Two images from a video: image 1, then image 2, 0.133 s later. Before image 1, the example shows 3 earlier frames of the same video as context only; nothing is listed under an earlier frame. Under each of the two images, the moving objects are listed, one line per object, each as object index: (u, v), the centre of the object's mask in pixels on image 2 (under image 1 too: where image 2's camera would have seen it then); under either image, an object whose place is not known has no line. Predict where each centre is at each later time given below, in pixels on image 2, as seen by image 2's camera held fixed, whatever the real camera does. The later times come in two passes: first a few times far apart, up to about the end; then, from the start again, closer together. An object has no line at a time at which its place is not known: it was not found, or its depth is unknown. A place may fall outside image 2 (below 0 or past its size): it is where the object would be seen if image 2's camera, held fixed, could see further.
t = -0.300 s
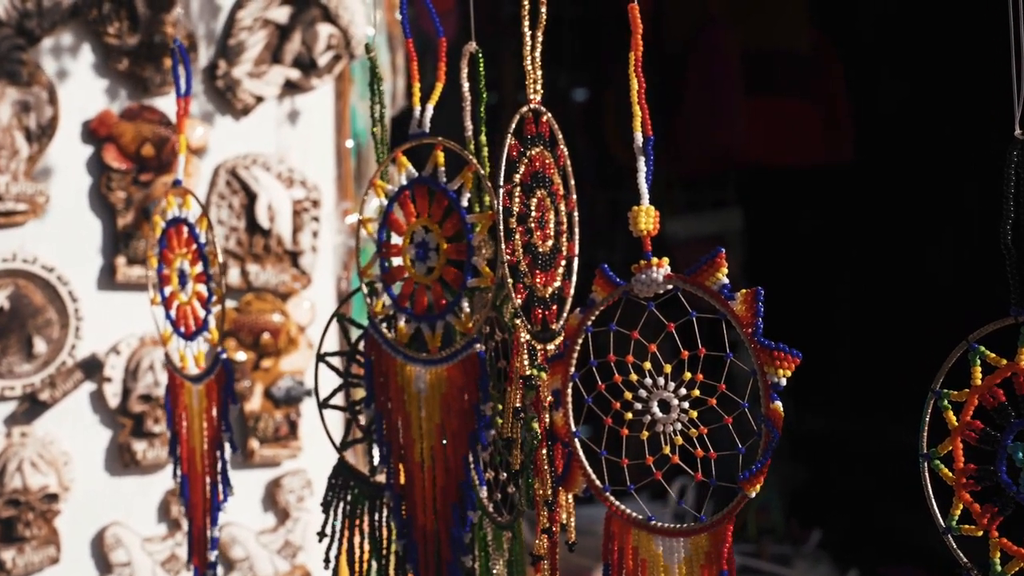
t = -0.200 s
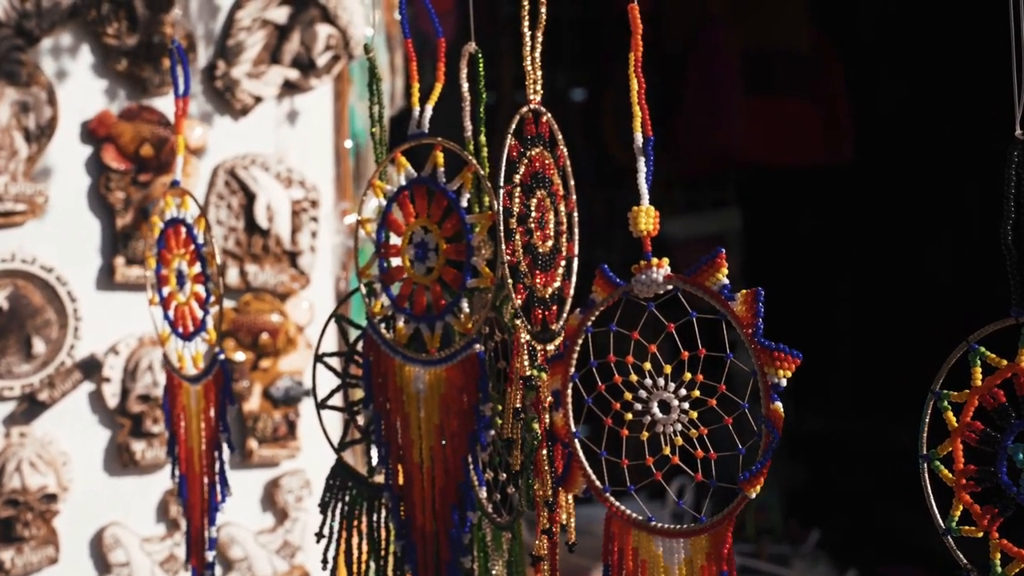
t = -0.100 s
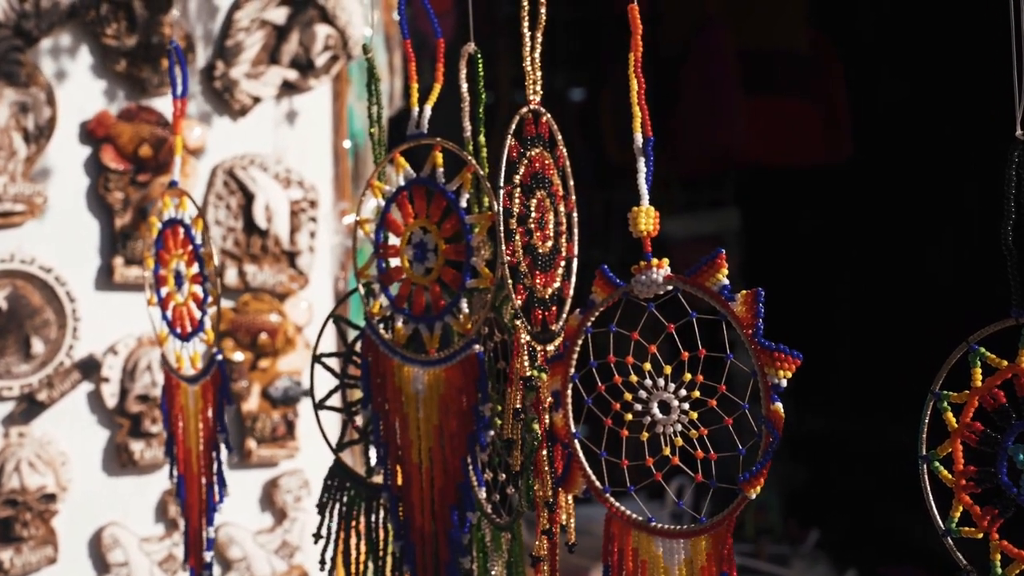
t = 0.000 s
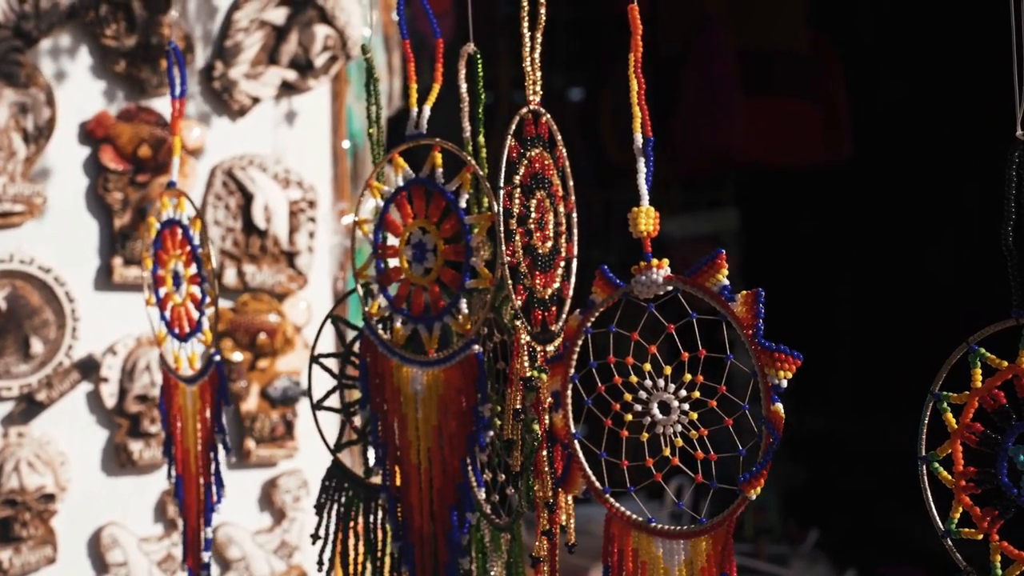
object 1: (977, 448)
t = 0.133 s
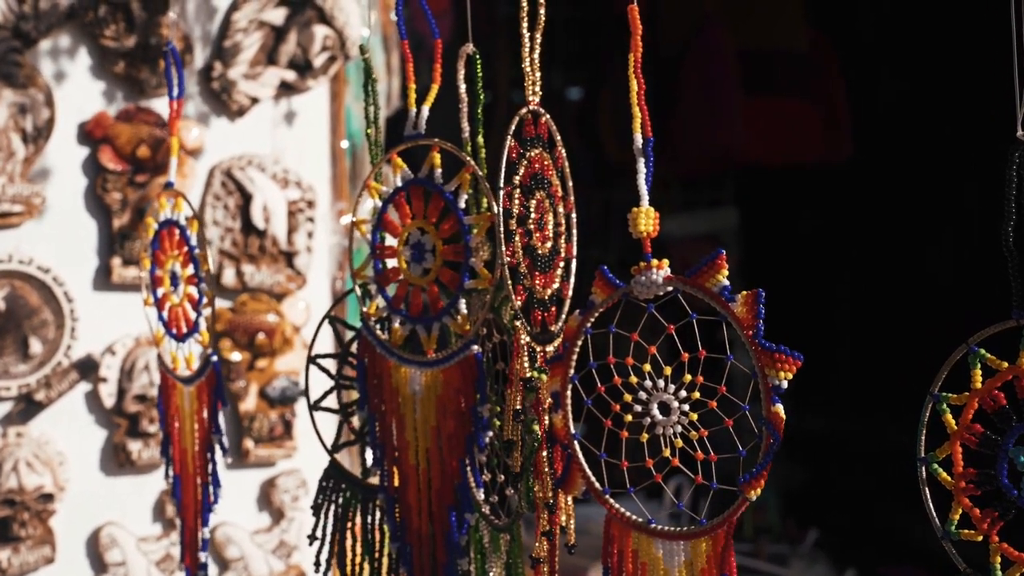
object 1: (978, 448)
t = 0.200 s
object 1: (978, 449)
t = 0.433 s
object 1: (978, 447)
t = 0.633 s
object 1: (978, 448)
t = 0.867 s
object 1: (978, 449)
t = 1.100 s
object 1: (976, 449)
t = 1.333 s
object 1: (972, 449)
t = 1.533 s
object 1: (970, 449)
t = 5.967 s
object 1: (952, 452)
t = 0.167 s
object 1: (978, 448)
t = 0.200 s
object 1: (978, 449)
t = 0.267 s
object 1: (978, 448)
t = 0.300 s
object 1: (978, 448)
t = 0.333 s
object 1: (978, 447)
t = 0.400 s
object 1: (978, 447)
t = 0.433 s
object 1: (978, 447)
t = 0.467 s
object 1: (978, 447)
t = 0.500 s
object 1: (978, 447)
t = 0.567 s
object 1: (978, 447)
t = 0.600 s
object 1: (978, 447)
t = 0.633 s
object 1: (978, 448)
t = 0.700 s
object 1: (978, 449)
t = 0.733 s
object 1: (978, 449)
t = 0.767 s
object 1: (978, 450)
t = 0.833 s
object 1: (978, 449)
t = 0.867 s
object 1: (978, 449)
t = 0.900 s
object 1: (978, 449)
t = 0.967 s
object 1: (977, 449)
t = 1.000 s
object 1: (977, 449)
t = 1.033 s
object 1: (977, 449)
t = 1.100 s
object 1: (976, 449)
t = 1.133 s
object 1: (976, 449)
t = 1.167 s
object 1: (975, 449)
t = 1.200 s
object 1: (975, 448)
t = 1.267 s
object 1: (973, 448)
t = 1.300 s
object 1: (973, 448)
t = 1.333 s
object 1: (972, 449)
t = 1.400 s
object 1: (971, 449)
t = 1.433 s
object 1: (971, 449)
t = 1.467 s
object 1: (970, 448)
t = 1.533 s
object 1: (970, 449)
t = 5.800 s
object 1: (952, 452)
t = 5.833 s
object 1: (952, 452)
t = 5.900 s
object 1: (952, 452)
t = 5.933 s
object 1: (952, 452)
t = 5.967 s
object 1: (952, 452)
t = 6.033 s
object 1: (951, 452)
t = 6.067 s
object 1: (951, 452)
